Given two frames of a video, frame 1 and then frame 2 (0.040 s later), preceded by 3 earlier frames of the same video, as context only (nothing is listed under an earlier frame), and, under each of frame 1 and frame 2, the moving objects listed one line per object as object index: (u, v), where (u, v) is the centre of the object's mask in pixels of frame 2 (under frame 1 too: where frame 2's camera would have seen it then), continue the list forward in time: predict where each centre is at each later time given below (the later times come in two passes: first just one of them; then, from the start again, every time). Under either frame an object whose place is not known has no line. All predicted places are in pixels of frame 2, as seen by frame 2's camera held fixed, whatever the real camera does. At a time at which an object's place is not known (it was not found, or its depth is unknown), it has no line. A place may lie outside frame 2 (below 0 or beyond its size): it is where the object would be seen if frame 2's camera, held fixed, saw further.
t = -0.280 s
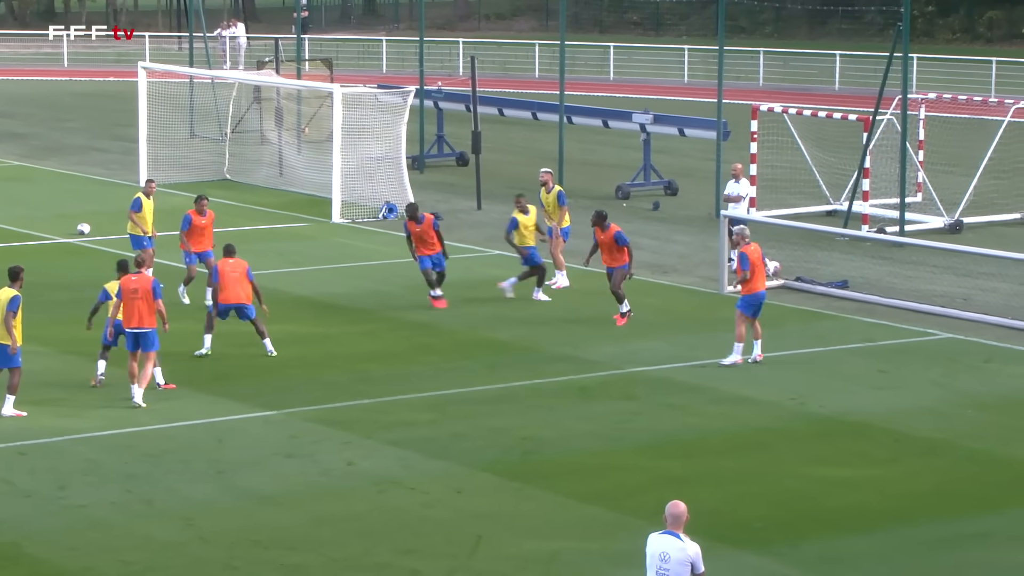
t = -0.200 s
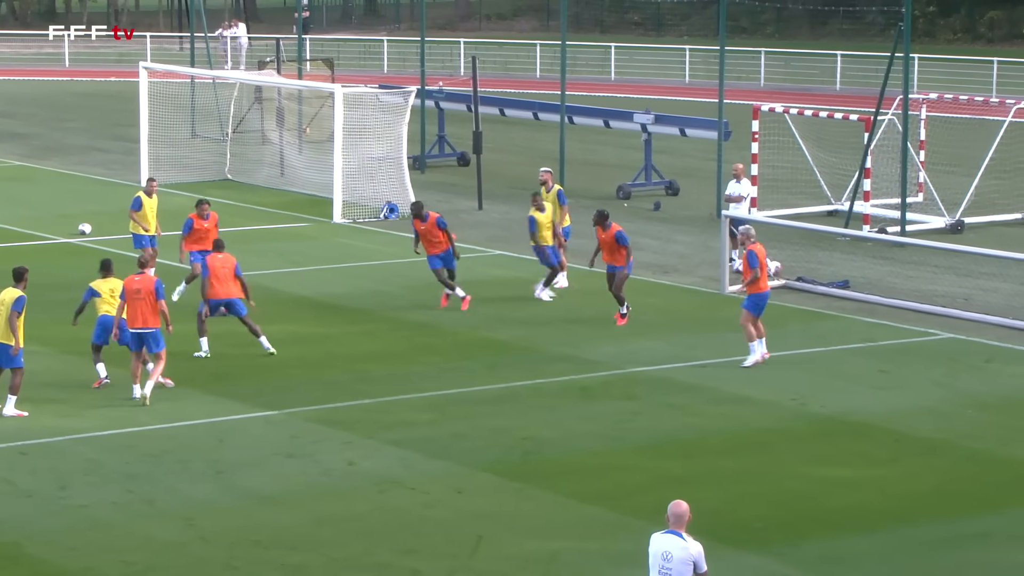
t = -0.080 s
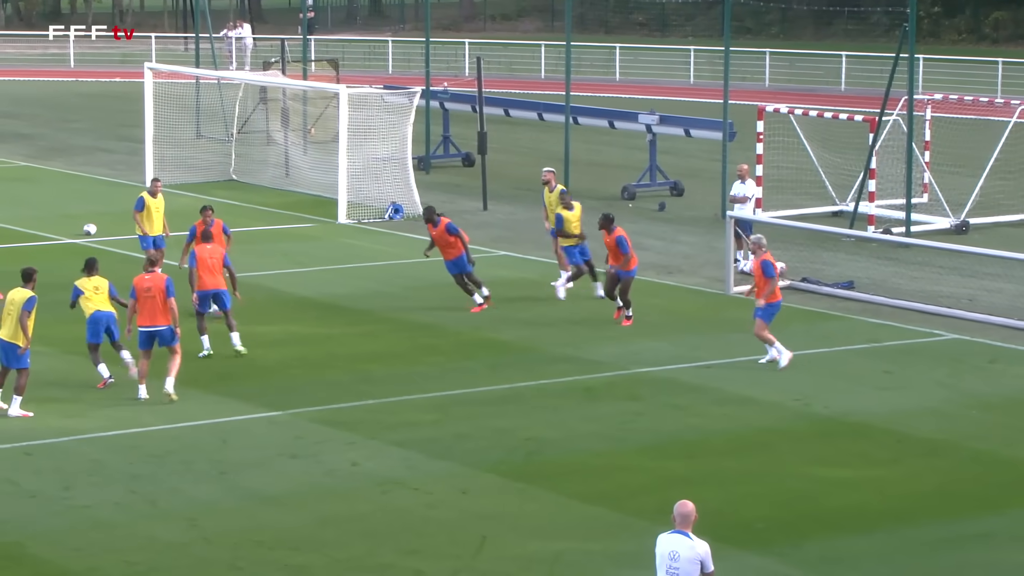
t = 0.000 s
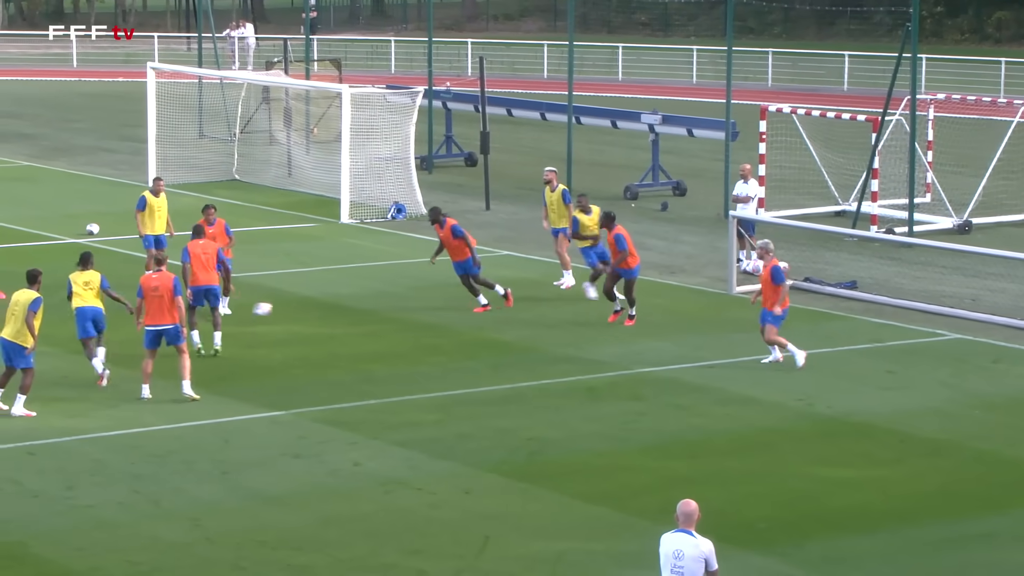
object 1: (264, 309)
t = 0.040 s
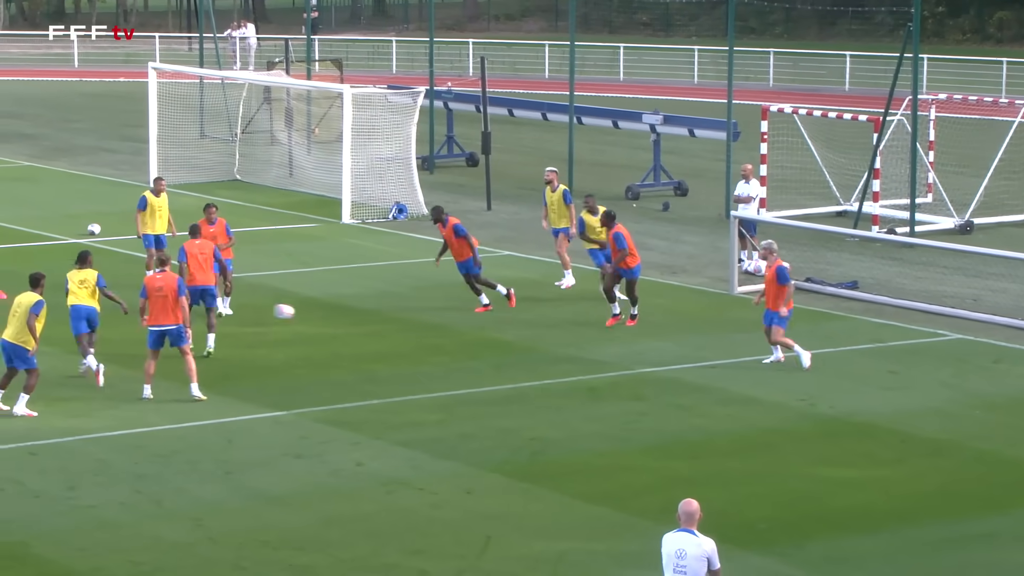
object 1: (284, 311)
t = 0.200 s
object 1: (365, 332)
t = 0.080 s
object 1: (304, 315)
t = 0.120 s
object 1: (324, 319)
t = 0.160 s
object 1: (344, 325)
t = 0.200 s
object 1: (365, 332)
